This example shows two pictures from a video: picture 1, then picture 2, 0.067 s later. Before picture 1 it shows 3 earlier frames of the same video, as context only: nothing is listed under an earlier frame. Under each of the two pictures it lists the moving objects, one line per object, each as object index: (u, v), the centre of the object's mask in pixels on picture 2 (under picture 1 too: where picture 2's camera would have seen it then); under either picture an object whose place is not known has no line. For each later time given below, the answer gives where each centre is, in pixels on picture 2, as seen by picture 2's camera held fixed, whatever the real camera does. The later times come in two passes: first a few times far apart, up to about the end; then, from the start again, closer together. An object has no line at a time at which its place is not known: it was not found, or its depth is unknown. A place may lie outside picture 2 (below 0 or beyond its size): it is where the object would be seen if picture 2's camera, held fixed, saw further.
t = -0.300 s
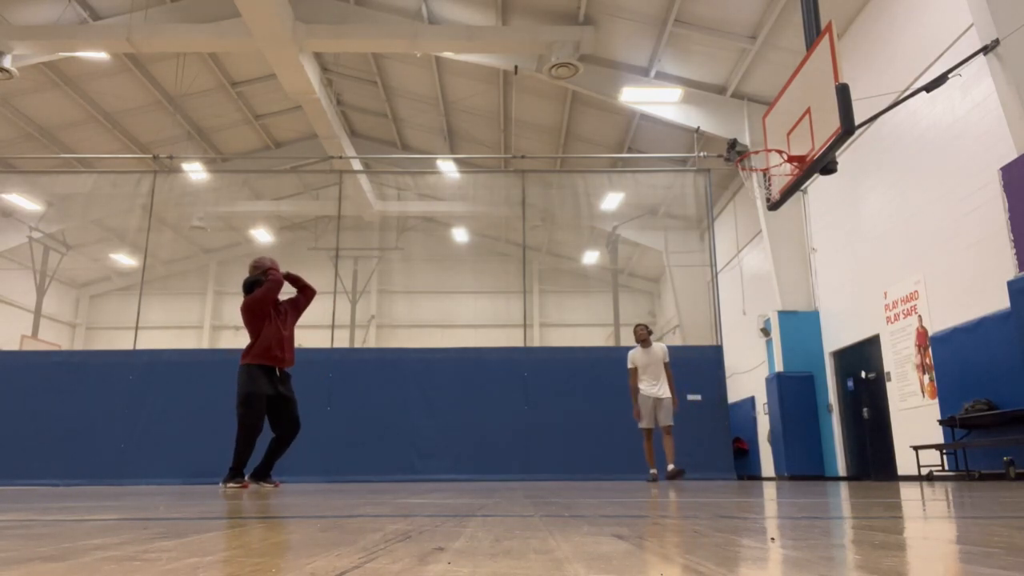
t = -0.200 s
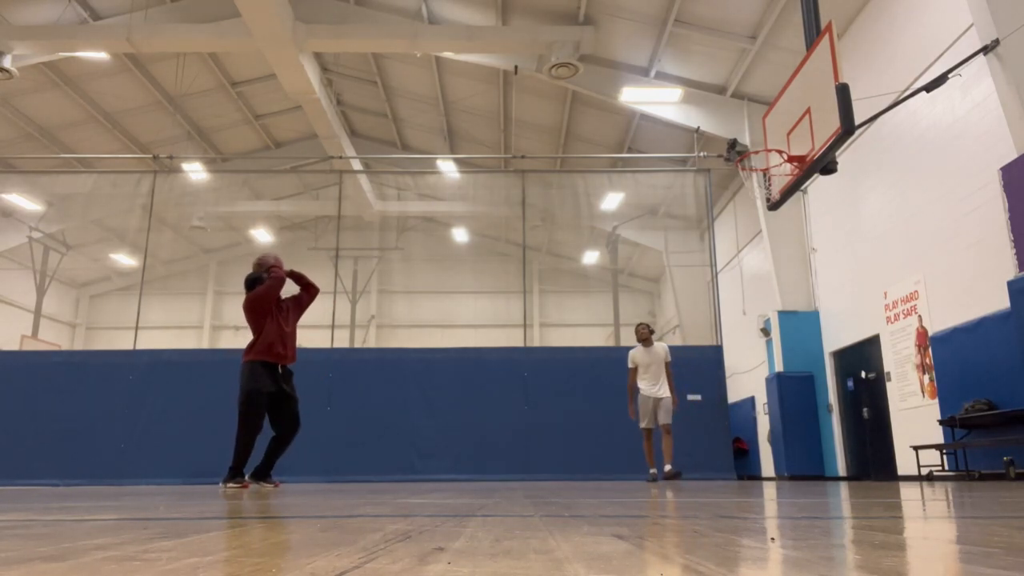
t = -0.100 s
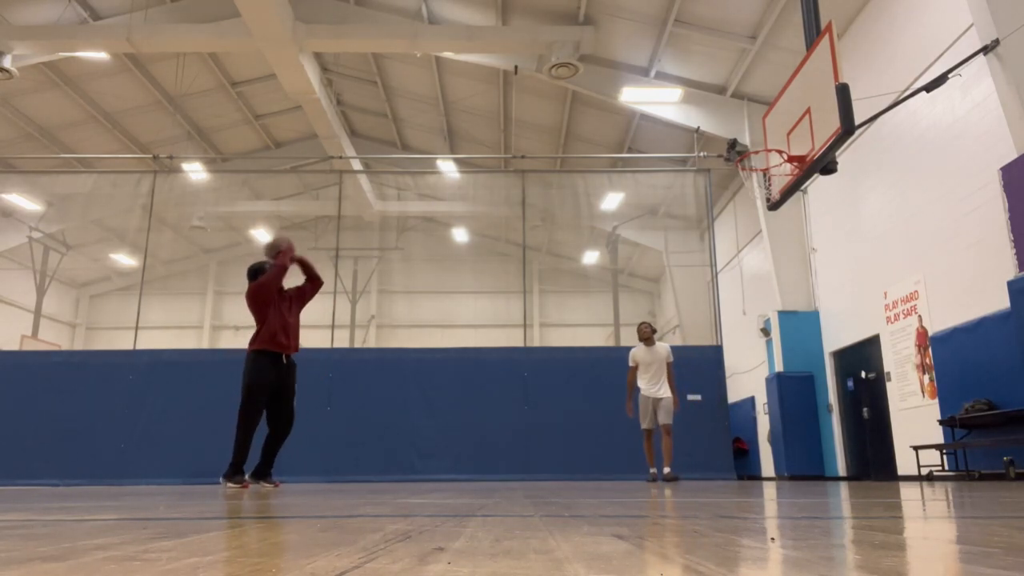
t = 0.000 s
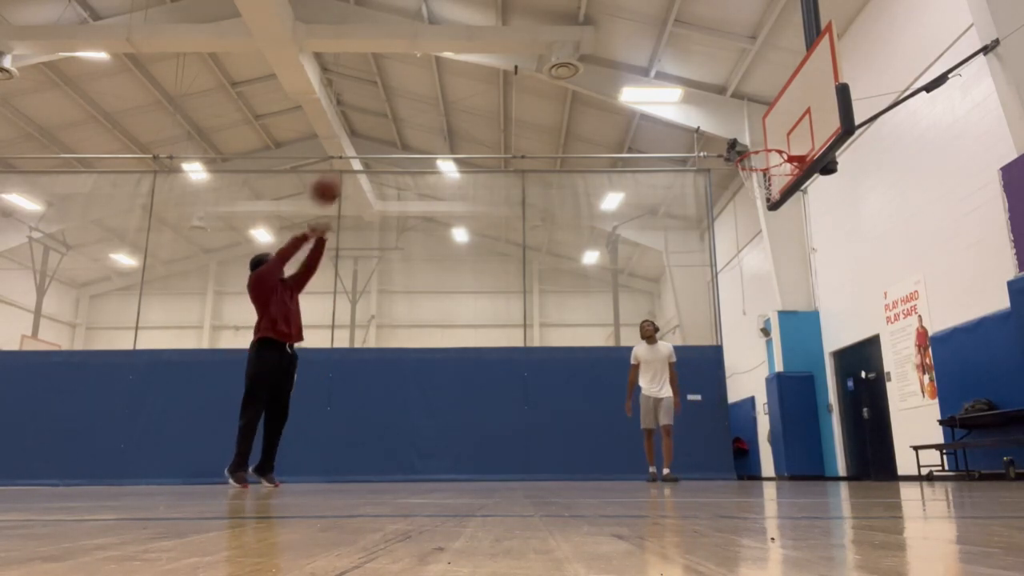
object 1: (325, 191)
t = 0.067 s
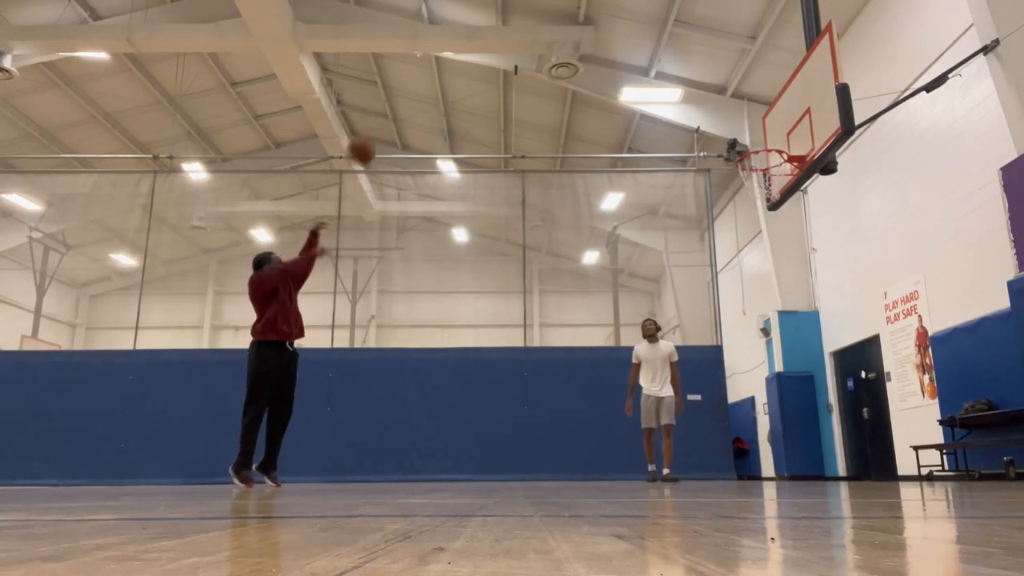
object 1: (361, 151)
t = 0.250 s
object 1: (449, 75)
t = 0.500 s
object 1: (553, 35)
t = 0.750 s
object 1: (651, 55)
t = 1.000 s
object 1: (745, 130)
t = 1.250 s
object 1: (781, 77)
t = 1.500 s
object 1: (797, 54)
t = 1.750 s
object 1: (783, 83)
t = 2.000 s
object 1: (775, 179)
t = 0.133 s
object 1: (395, 119)
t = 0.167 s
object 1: (411, 105)
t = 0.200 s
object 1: (425, 92)
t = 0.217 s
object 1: (433, 86)
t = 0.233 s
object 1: (441, 81)
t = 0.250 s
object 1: (449, 75)
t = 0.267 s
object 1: (456, 70)
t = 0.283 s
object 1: (464, 66)
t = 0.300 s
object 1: (471, 62)
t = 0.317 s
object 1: (478, 58)
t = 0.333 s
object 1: (485, 54)
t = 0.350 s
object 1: (492, 51)
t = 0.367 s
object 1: (499, 48)
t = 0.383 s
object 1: (506, 45)
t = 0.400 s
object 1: (513, 43)
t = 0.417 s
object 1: (520, 41)
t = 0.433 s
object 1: (527, 39)
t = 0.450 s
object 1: (534, 38)
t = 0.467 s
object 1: (540, 37)
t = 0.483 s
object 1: (547, 36)
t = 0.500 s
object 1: (553, 35)
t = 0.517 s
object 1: (560, 35)
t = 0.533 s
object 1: (566, 35)
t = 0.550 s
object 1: (573, 35)
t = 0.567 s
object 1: (580, 36)
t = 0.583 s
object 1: (586, 36)
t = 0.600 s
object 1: (593, 37)
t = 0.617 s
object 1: (599, 37)
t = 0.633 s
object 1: (605, 38)
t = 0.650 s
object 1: (612, 40)
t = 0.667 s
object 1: (618, 42)
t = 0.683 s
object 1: (625, 44)
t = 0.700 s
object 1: (631, 46)
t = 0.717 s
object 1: (638, 49)
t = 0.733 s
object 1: (645, 52)
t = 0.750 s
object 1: (651, 55)
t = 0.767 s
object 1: (656, 58)
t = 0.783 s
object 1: (663, 62)
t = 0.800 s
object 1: (669, 66)
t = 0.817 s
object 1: (676, 69)
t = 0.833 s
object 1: (683, 74)
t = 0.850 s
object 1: (689, 79)
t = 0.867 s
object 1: (694, 84)
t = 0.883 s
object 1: (701, 89)
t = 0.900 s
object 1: (707, 95)
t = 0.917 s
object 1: (713, 100)
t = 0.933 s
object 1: (720, 106)
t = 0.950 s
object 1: (726, 112)
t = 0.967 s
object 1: (732, 118)
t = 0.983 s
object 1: (739, 124)
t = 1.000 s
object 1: (745, 130)
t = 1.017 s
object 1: (751, 137)
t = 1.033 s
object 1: (755, 139)
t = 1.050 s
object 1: (757, 132)
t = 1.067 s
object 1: (759, 127)
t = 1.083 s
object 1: (761, 121)
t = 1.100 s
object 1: (763, 115)
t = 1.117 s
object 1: (765, 111)
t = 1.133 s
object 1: (767, 105)
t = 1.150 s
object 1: (769, 100)
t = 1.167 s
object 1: (771, 96)
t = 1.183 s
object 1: (773, 91)
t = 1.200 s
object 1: (775, 87)
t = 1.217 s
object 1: (777, 83)
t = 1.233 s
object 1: (779, 80)
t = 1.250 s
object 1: (781, 77)
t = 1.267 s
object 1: (784, 73)
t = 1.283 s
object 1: (786, 71)
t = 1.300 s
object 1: (788, 68)
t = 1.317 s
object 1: (790, 66)
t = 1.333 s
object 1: (793, 64)
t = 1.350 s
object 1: (795, 62)
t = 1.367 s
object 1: (797, 61)
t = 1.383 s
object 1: (800, 60)
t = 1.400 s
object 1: (803, 59)
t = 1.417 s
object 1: (804, 58)
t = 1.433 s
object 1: (802, 56)
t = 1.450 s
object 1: (801, 55)
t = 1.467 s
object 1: (799, 55)
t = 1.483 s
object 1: (798, 54)
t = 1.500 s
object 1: (797, 54)
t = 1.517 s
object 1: (796, 54)
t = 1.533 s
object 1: (795, 54)
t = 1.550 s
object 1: (794, 55)
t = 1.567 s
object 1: (793, 56)
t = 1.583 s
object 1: (792, 57)
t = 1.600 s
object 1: (791, 58)
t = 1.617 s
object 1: (790, 60)
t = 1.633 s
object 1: (789, 62)
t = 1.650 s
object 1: (788, 64)
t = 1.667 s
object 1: (788, 67)
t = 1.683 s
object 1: (787, 69)
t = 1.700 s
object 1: (786, 72)
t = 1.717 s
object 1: (785, 76)
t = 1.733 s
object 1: (784, 80)
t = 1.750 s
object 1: (783, 83)
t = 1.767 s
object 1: (783, 88)
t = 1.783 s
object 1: (782, 92)
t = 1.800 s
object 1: (781, 97)
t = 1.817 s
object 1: (781, 102)
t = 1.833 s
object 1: (780, 107)
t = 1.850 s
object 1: (780, 113)
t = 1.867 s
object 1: (778, 119)
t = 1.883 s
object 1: (778, 126)
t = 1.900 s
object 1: (778, 132)
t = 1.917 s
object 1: (777, 139)
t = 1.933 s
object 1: (777, 146)
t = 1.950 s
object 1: (776, 154)
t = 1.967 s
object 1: (775, 161)
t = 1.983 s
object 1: (775, 170)
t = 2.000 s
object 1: (775, 179)
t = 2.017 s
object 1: (774, 188)
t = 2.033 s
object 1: (773, 198)
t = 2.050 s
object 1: (773, 207)
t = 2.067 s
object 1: (773, 217)
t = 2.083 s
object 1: (773, 227)
